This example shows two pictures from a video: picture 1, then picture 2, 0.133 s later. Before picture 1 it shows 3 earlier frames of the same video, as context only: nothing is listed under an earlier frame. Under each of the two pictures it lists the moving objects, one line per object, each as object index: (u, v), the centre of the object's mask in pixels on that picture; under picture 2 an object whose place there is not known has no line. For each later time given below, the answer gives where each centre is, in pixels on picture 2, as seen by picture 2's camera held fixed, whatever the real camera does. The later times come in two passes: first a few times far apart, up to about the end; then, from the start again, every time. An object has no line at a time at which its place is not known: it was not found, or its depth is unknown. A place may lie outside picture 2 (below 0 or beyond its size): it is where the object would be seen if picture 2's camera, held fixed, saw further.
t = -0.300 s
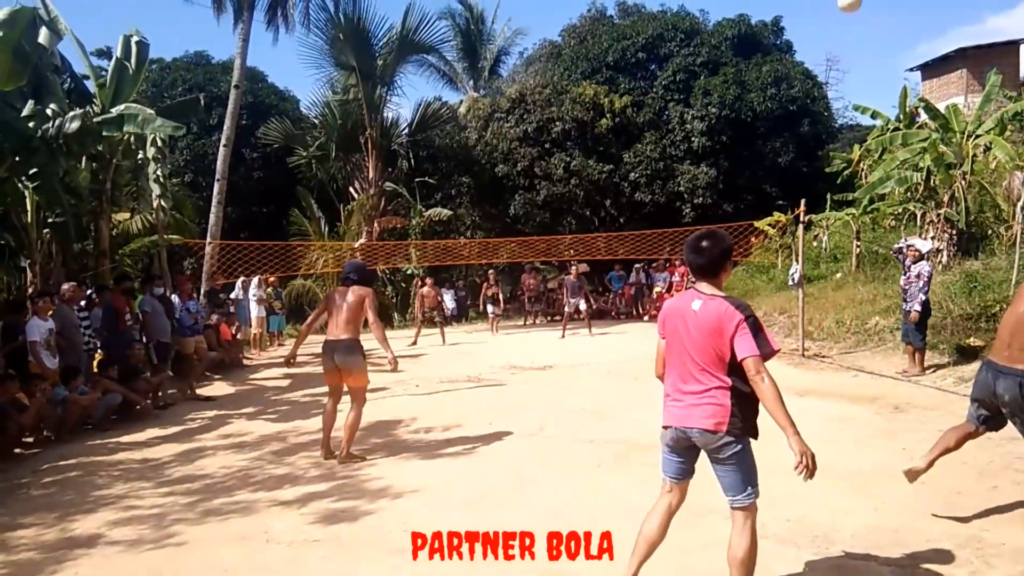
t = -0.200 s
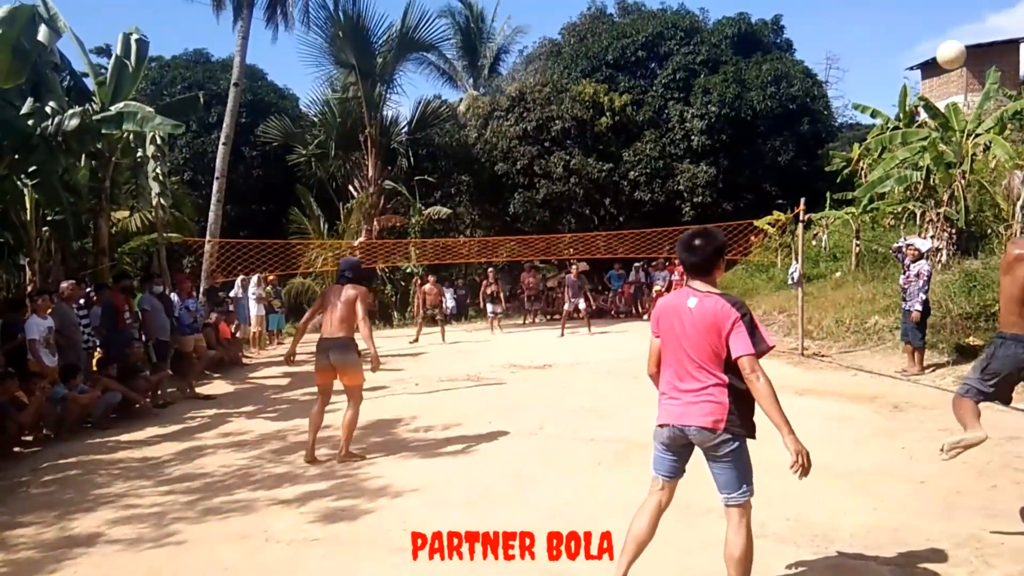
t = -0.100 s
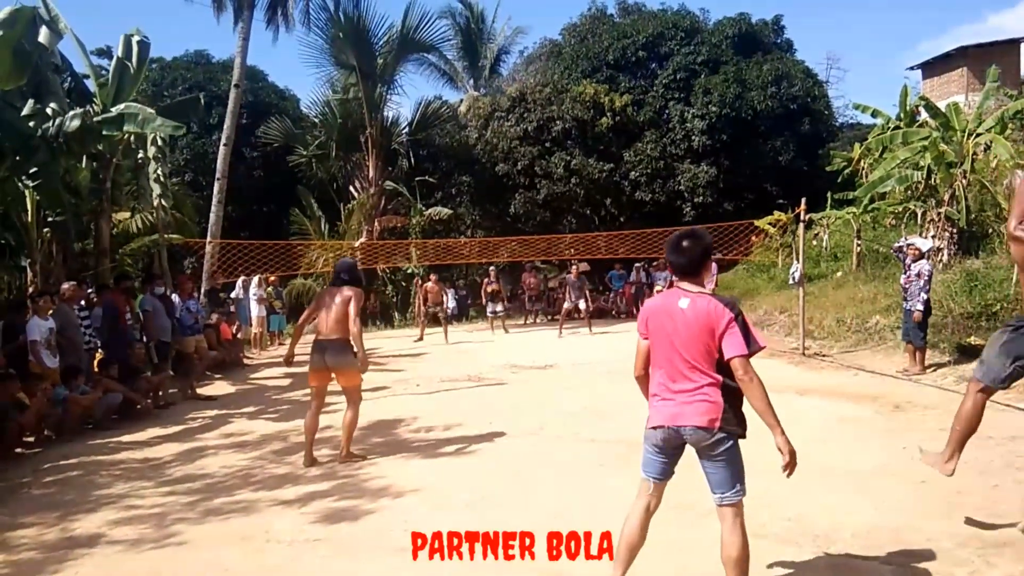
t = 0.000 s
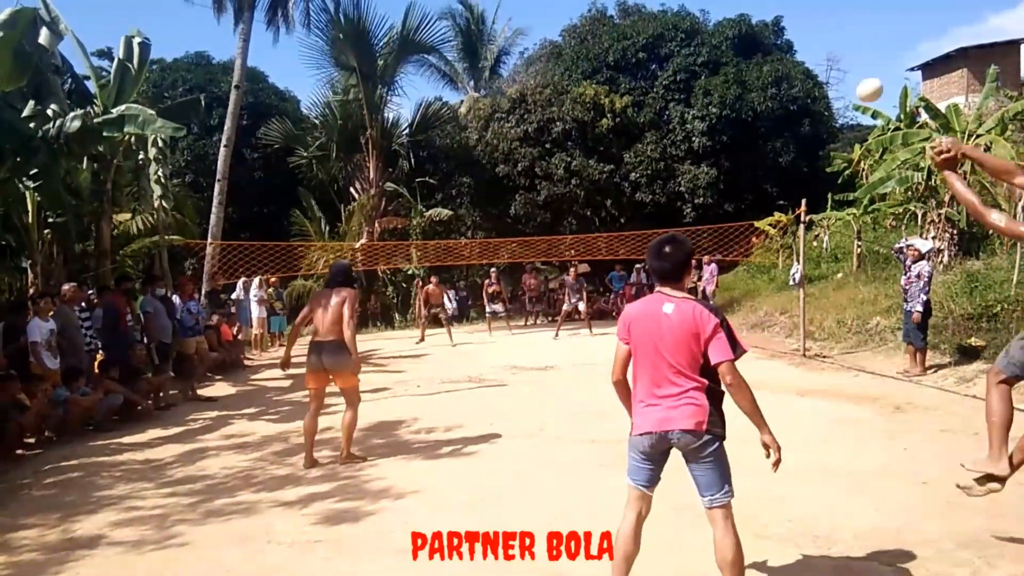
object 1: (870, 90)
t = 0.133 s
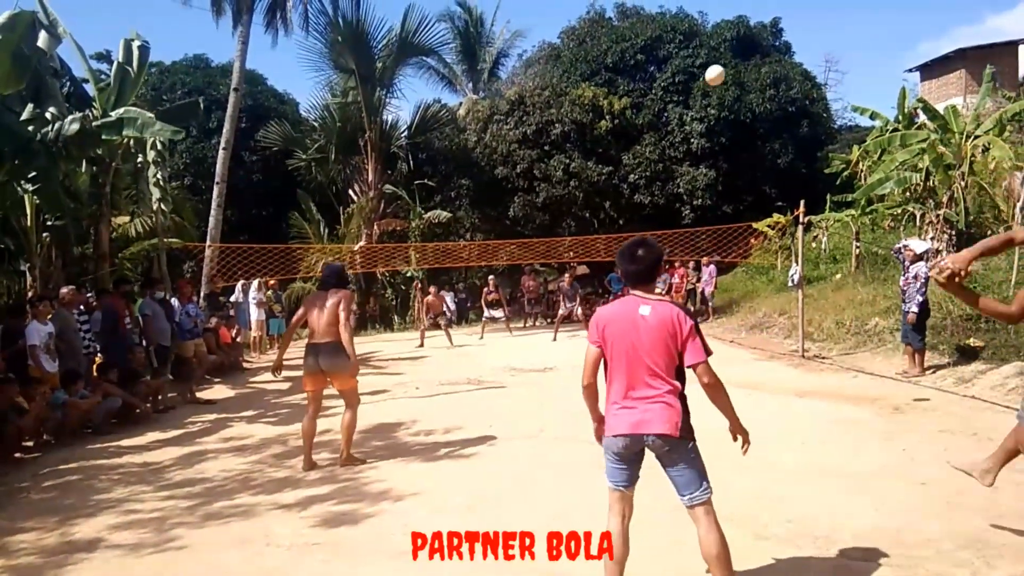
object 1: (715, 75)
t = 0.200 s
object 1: (663, 77)
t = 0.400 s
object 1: (559, 106)
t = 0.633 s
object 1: (491, 161)
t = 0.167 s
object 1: (687, 76)
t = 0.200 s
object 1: (663, 77)
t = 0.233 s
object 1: (641, 80)
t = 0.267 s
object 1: (621, 84)
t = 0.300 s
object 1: (603, 89)
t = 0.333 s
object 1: (586, 94)
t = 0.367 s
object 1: (572, 100)
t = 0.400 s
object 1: (559, 106)
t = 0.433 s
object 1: (547, 113)
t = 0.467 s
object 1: (535, 120)
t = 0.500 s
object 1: (525, 128)
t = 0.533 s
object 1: (515, 136)
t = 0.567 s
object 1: (507, 144)
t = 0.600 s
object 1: (499, 152)
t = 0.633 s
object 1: (491, 161)
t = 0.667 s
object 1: (485, 170)
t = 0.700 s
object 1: (478, 179)
